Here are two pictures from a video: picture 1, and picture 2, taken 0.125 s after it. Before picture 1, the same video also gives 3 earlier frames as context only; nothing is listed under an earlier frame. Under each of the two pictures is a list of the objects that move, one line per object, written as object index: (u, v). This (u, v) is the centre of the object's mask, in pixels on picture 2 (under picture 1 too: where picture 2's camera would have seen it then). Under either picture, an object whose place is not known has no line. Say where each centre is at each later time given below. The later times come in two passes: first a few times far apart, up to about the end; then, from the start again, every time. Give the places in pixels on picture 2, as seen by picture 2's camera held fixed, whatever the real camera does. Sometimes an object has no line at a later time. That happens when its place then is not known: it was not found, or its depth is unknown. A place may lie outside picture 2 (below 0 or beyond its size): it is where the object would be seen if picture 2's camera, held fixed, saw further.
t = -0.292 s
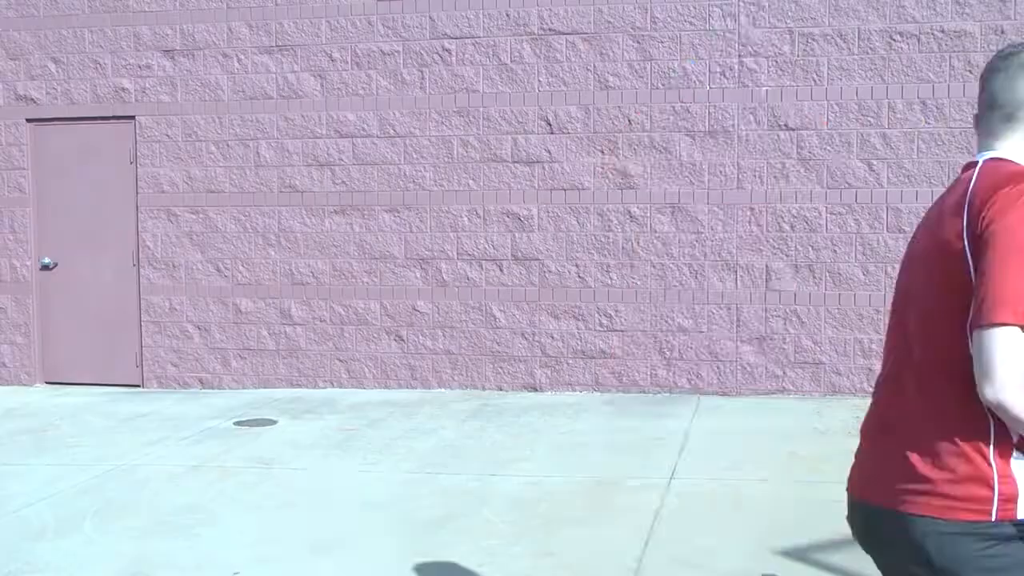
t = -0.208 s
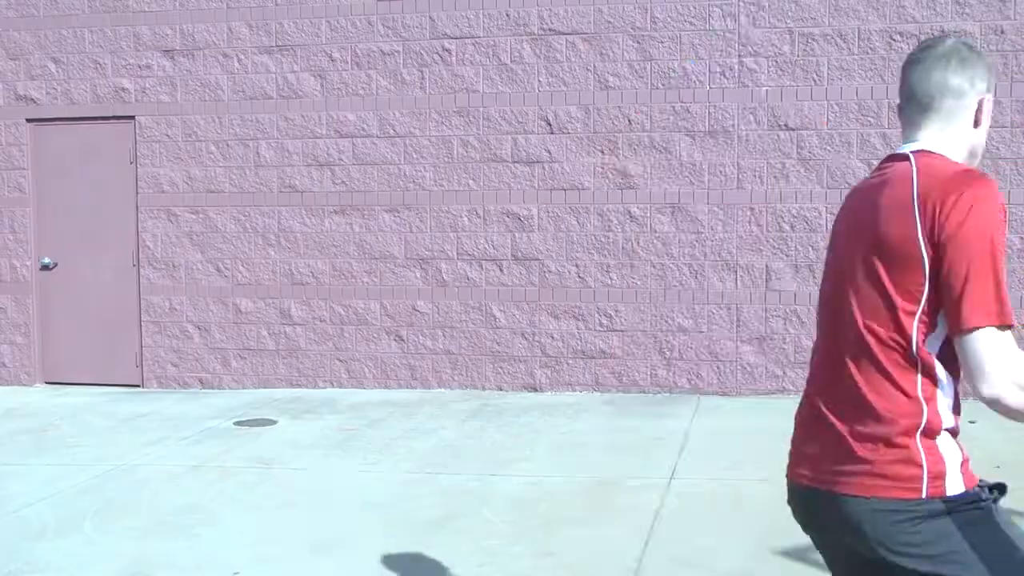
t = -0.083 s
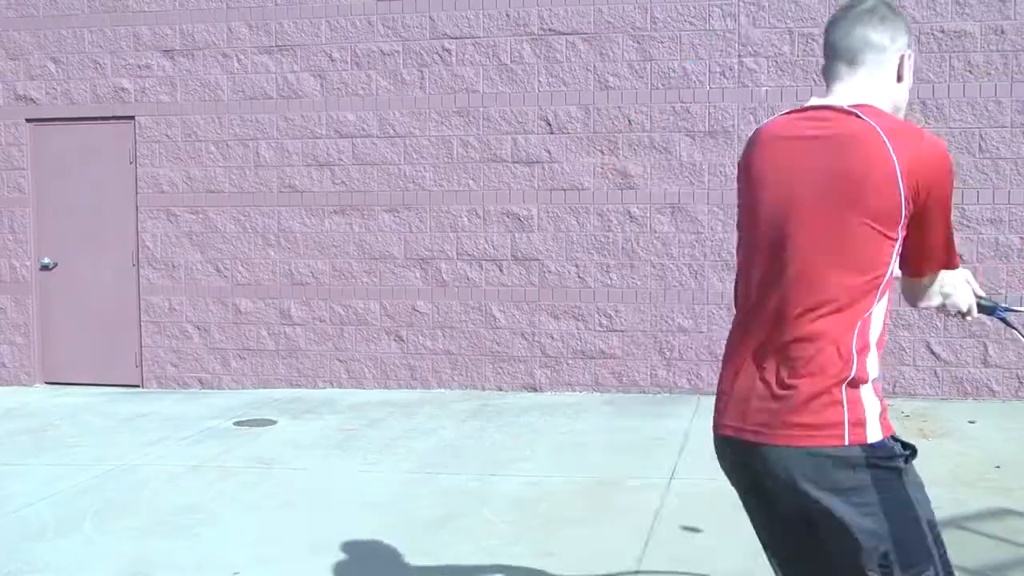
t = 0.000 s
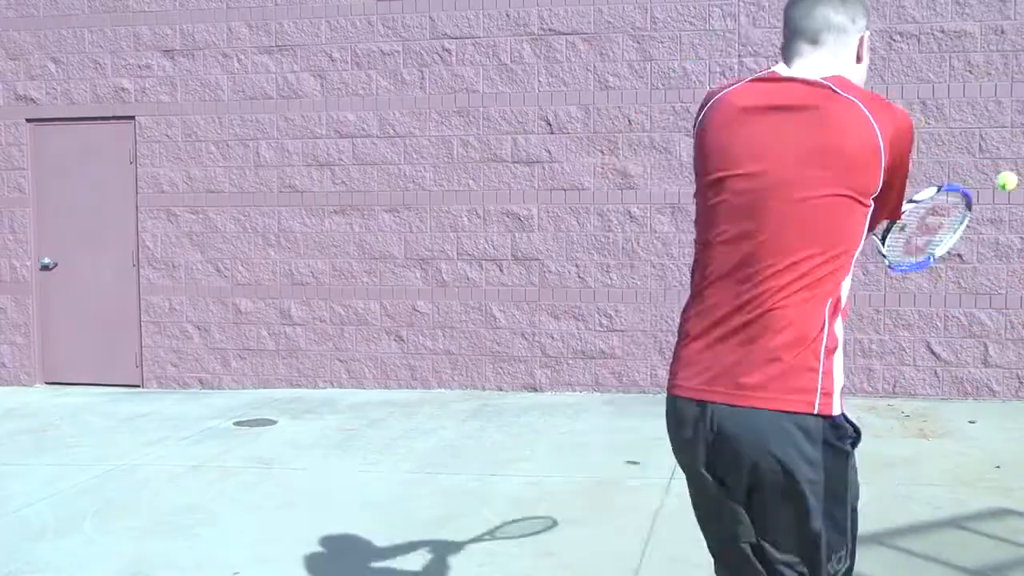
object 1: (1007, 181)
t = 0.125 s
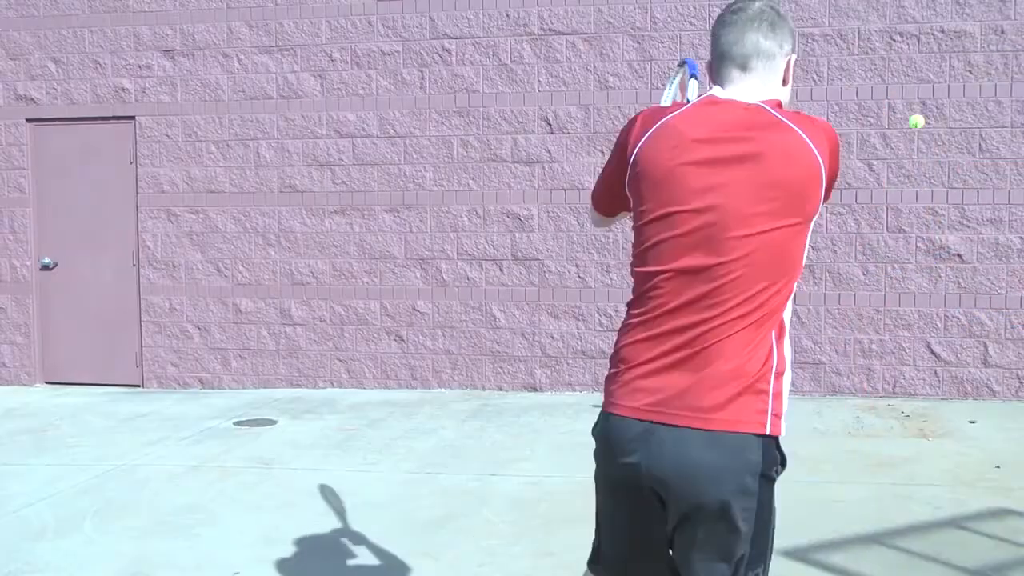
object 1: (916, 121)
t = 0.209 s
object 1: (878, 113)
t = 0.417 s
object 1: (827, 127)
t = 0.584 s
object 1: (808, 138)
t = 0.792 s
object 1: (773, 250)
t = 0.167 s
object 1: (896, 115)
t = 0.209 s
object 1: (878, 113)
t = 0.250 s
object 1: (864, 114)
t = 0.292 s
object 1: (852, 117)
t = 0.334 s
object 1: (841, 123)
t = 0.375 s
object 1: (831, 132)
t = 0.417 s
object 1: (827, 127)
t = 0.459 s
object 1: (823, 125)
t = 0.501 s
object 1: (818, 126)
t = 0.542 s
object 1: (813, 131)
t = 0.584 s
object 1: (808, 138)
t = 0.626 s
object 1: (802, 150)
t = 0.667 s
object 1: (796, 166)
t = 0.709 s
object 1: (789, 188)
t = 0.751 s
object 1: (782, 216)
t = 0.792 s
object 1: (773, 250)
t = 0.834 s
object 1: (765, 293)
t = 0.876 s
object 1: (755, 345)
